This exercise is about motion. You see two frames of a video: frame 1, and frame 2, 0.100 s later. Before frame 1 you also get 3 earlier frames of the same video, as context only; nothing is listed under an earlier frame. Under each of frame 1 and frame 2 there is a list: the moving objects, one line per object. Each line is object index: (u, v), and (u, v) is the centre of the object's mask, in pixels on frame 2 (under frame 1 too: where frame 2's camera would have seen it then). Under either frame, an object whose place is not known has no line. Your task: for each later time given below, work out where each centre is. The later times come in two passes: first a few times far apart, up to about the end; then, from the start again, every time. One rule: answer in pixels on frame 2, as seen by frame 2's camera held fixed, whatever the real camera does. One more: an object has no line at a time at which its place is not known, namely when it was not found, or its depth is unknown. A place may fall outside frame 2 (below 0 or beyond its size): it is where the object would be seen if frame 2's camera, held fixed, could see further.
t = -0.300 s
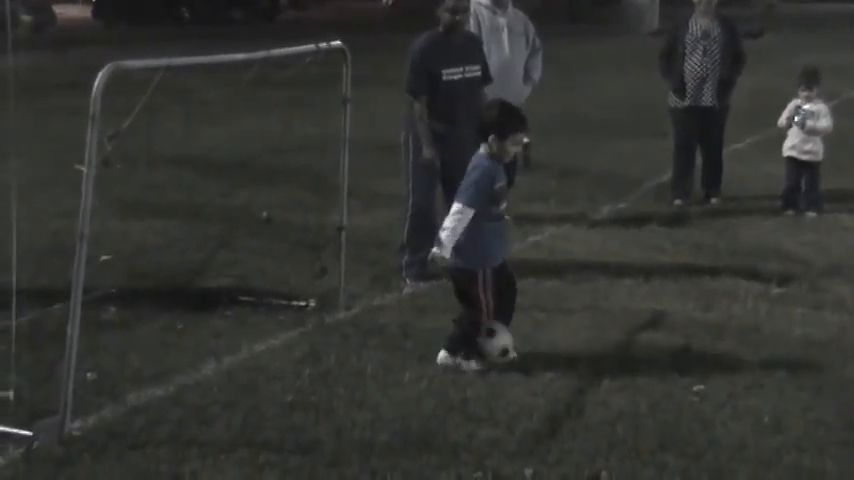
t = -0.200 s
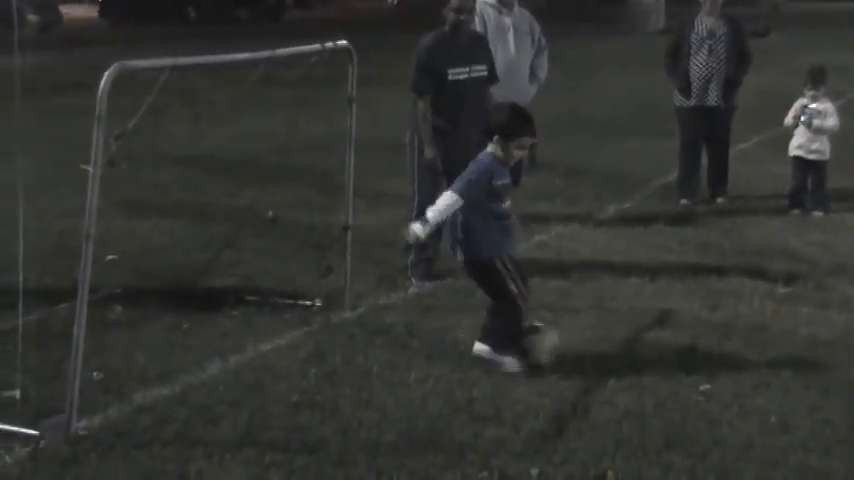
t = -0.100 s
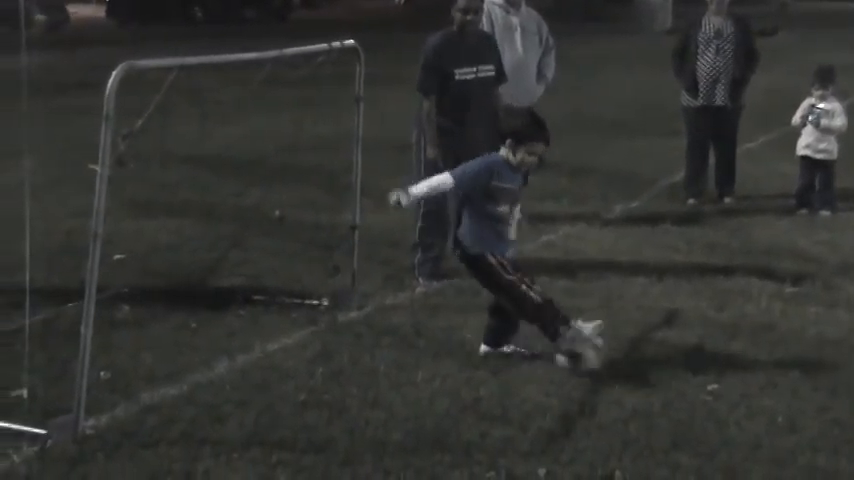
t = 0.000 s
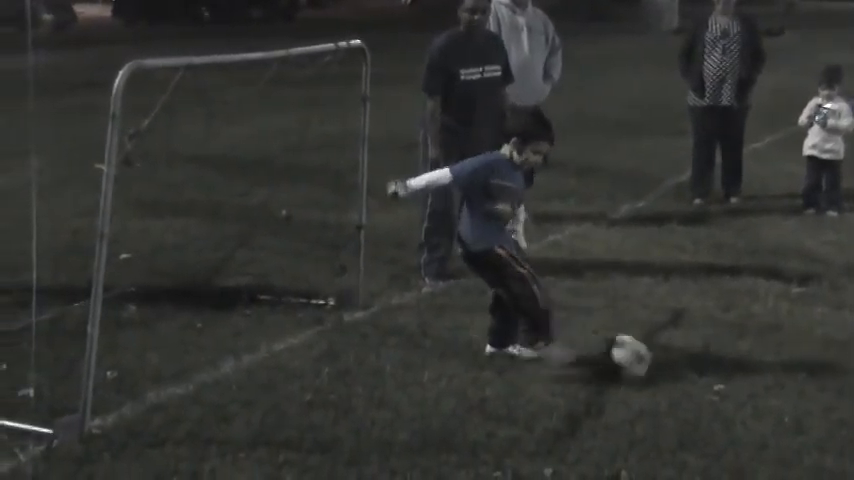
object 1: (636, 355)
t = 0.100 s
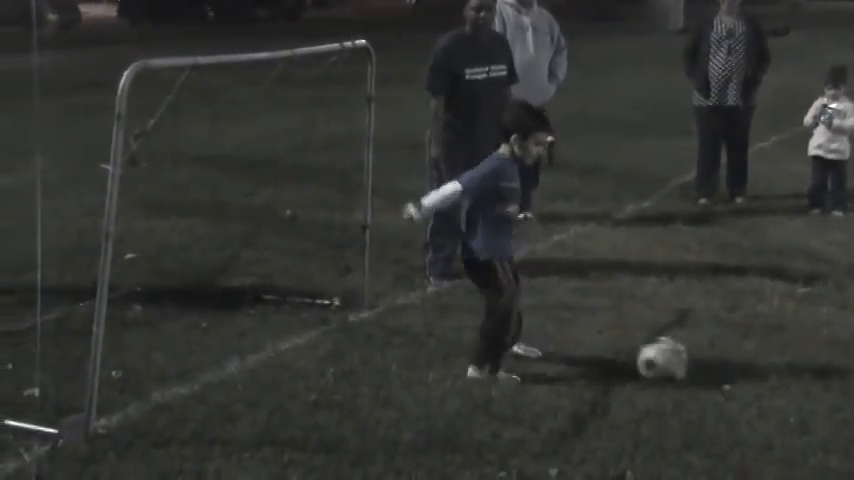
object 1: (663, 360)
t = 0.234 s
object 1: (705, 366)
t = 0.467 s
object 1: (774, 375)
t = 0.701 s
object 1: (829, 379)
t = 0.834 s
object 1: (846, 380)
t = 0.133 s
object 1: (674, 361)
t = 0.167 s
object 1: (684, 364)
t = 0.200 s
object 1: (695, 365)
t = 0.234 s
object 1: (705, 366)
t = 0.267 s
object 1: (715, 367)
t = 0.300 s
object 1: (726, 369)
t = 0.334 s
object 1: (735, 369)
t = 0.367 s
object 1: (745, 368)
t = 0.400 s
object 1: (754, 370)
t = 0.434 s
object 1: (764, 371)
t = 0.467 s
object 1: (774, 375)
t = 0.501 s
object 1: (783, 376)
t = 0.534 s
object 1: (790, 376)
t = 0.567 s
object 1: (799, 375)
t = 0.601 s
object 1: (807, 376)
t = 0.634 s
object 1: (816, 377)
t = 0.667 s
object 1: (823, 378)
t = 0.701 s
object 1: (829, 379)
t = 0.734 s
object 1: (833, 379)
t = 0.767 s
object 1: (838, 380)
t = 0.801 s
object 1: (842, 381)
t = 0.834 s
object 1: (846, 380)
